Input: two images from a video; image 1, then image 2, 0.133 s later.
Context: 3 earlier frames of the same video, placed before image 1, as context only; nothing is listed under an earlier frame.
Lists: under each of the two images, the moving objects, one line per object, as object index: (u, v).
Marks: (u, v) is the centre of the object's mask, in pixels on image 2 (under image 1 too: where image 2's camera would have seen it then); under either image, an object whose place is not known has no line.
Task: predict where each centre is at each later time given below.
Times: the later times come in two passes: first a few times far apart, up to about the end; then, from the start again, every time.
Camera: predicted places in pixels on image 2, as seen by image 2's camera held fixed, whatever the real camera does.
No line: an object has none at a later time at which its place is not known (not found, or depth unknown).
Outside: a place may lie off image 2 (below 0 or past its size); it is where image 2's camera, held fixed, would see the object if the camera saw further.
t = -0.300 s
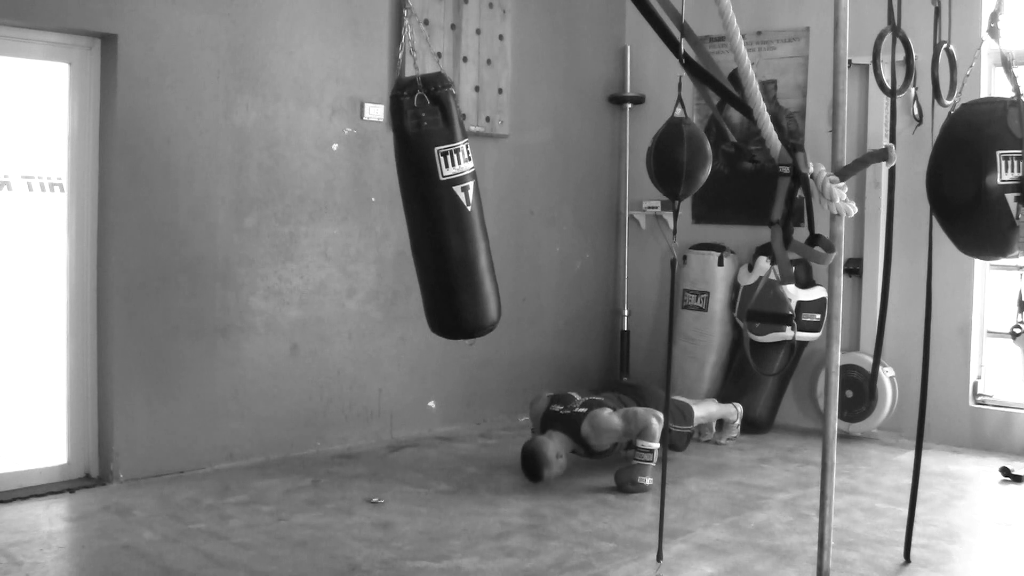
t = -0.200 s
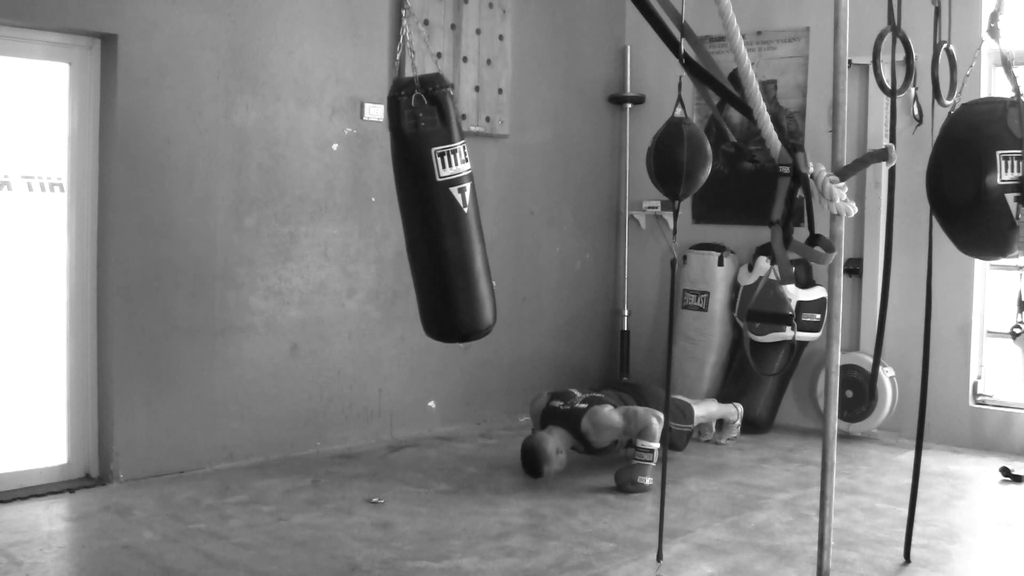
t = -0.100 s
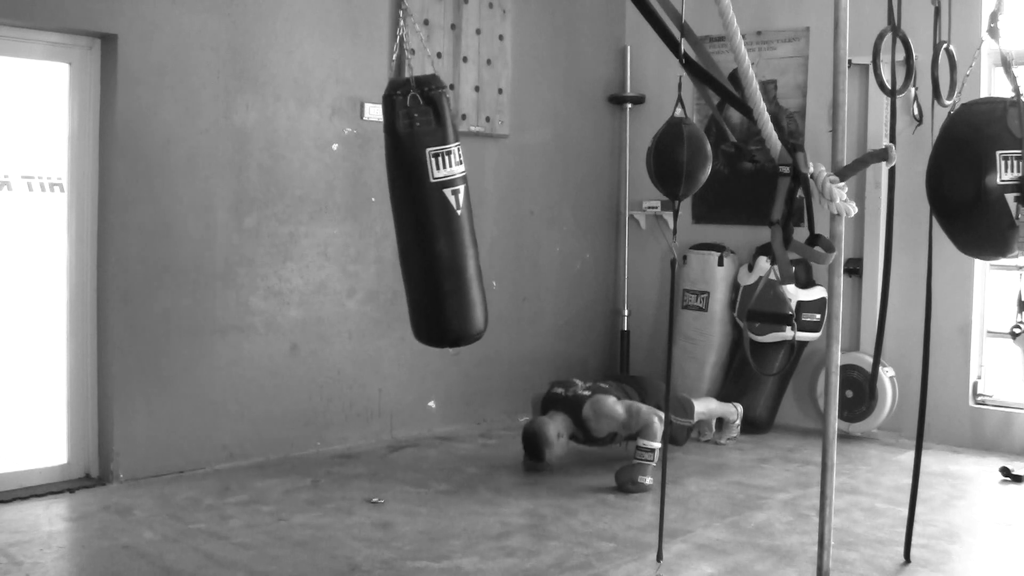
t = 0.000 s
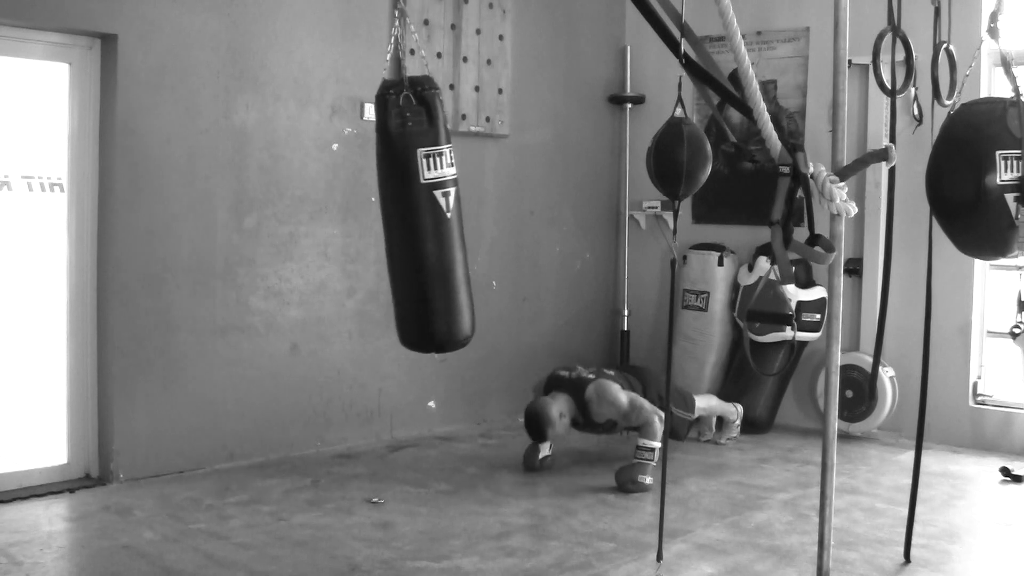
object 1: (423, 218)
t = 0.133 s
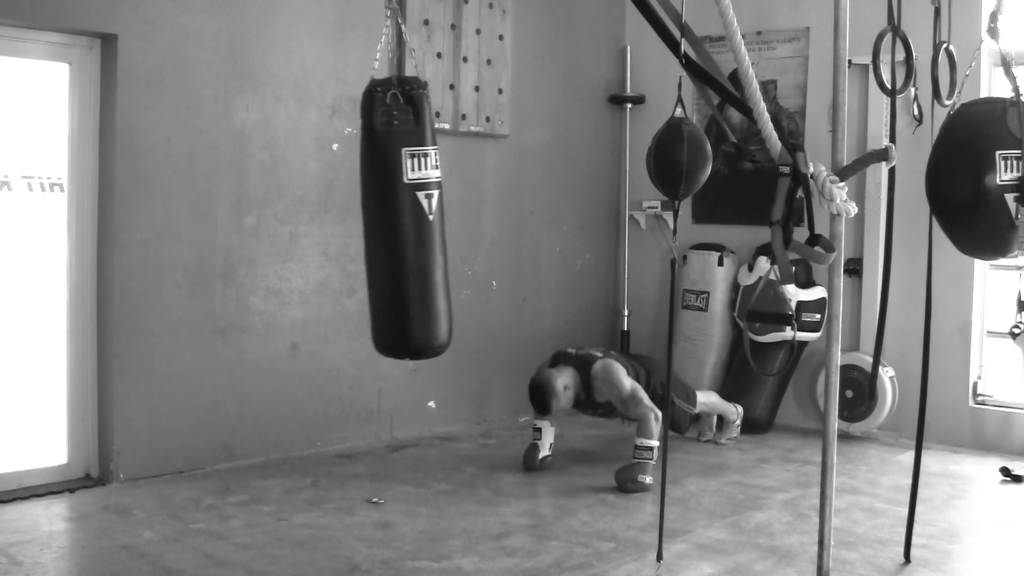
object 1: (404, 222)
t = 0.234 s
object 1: (388, 223)
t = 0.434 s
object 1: (352, 221)
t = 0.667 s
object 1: (317, 214)
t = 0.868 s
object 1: (301, 210)
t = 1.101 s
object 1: (306, 213)
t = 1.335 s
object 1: (333, 219)
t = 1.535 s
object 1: (366, 222)
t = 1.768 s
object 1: (405, 218)
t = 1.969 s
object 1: (430, 212)
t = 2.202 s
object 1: (444, 209)
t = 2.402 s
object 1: (442, 212)
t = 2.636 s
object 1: (421, 219)
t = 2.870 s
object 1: (385, 223)
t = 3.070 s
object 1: (349, 221)
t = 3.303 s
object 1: (314, 214)
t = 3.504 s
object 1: (300, 211)
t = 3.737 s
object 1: (306, 214)
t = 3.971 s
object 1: (335, 220)
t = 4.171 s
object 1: (369, 222)
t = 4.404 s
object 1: (408, 218)
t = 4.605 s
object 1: (433, 212)
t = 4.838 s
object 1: (446, 209)
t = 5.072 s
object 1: (440, 213)
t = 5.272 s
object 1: (419, 219)
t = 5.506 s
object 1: (382, 223)
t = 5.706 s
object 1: (345, 221)
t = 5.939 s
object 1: (312, 214)
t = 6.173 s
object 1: (299, 211)
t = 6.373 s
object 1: (307, 215)
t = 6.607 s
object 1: (338, 220)
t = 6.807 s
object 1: (373, 222)
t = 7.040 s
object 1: (412, 217)
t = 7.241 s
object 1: (435, 211)
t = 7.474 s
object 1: (447, 209)
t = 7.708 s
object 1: (439, 213)
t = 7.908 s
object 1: (417, 219)
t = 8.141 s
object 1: (378, 223)
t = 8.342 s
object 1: (342, 220)
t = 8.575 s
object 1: (309, 214)
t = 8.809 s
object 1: (298, 212)
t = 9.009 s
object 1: (309, 215)
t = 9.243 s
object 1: (341, 220)
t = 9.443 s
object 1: (376, 222)
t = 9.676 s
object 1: (415, 217)
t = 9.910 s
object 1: (440, 211)
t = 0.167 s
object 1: (399, 222)
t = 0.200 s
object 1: (393, 222)
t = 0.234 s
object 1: (388, 223)
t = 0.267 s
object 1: (382, 223)
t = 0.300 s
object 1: (376, 223)
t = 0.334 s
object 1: (370, 223)
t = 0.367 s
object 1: (364, 222)
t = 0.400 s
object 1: (358, 222)
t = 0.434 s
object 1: (352, 221)
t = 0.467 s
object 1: (347, 220)
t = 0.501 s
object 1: (341, 220)
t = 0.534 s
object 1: (336, 219)
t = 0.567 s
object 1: (330, 217)
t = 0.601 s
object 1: (326, 216)
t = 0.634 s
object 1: (321, 215)
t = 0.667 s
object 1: (317, 214)
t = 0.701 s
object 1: (313, 213)
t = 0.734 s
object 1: (310, 213)
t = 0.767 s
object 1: (307, 212)
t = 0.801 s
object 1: (304, 211)
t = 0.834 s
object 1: (303, 211)
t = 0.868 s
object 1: (301, 210)
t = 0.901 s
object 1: (301, 210)
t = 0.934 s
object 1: (300, 210)
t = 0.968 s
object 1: (300, 210)
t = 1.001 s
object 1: (301, 211)
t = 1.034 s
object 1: (302, 211)
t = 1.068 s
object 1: (304, 212)
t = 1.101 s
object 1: (306, 213)
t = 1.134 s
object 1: (308, 214)
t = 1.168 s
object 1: (311, 215)
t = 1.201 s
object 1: (315, 216)
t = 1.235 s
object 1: (319, 216)
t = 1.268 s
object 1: (323, 217)
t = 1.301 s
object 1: (328, 218)
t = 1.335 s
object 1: (333, 219)
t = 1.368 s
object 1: (338, 220)
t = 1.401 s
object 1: (343, 221)
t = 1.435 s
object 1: (349, 221)
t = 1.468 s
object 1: (354, 221)
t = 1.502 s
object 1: (360, 222)
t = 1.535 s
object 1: (366, 222)
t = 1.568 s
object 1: (372, 222)
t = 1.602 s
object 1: (378, 221)
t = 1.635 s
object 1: (383, 221)
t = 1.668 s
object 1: (389, 220)
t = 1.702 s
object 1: (394, 220)
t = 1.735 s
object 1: (400, 219)
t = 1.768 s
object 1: (405, 218)
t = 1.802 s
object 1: (410, 217)
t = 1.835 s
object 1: (415, 216)
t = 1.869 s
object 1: (419, 215)
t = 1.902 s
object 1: (423, 214)
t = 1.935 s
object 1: (427, 213)
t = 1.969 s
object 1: (430, 212)
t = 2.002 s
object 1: (433, 211)
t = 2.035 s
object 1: (436, 211)
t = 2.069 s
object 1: (438, 210)
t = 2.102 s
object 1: (441, 209)
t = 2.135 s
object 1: (442, 209)
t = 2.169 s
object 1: (444, 209)
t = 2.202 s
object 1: (444, 209)
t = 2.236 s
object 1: (445, 209)
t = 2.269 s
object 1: (445, 209)
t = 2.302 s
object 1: (445, 209)
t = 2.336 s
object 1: (444, 210)
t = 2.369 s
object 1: (444, 211)
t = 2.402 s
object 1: (442, 212)
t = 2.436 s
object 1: (440, 213)
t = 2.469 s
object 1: (438, 214)
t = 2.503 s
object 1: (435, 215)
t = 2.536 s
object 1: (432, 216)
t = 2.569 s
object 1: (429, 217)
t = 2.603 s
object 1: (425, 218)
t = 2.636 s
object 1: (421, 219)
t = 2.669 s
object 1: (416, 220)
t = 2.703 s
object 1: (412, 220)
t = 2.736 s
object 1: (407, 221)
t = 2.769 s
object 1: (402, 222)
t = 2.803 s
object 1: (396, 222)
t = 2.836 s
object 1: (391, 222)
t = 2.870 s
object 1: (385, 223)
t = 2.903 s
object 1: (379, 223)
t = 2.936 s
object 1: (373, 223)
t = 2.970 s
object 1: (367, 222)
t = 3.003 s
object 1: (361, 222)
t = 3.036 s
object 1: (355, 222)
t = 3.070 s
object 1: (349, 221)
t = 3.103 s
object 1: (343, 220)
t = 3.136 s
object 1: (338, 219)
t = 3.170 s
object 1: (332, 218)
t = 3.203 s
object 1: (327, 217)
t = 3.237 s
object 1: (323, 216)
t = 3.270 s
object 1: (318, 215)
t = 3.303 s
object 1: (314, 214)
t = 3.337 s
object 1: (311, 213)
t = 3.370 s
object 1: (308, 213)
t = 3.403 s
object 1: (305, 212)
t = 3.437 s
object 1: (303, 211)
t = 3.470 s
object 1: (301, 211)
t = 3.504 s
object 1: (300, 211)
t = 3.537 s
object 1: (300, 211)
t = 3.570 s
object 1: (299, 211)
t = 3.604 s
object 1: (300, 211)
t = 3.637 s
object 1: (301, 212)
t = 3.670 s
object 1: (302, 212)
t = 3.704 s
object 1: (304, 213)
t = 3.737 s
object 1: (306, 214)
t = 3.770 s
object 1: (309, 215)
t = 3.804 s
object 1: (313, 215)
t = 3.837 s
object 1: (316, 216)
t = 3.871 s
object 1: (321, 217)
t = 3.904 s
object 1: (325, 218)
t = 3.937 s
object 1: (330, 219)
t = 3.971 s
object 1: (335, 220)
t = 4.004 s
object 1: (341, 220)
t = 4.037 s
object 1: (346, 221)
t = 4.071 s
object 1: (352, 221)
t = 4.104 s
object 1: (357, 222)
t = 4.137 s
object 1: (363, 222)
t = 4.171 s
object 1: (369, 222)
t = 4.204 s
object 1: (375, 222)
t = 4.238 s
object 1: (381, 221)
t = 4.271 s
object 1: (387, 221)
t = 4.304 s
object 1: (392, 220)
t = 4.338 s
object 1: (398, 219)
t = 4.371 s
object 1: (403, 219)
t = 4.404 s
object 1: (408, 218)
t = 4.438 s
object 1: (413, 217)
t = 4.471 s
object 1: (418, 216)
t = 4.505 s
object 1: (422, 215)
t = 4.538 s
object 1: (426, 214)
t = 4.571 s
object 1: (430, 213)
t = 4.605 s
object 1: (433, 212)
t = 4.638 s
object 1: (436, 211)
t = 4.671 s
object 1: (438, 210)
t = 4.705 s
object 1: (441, 210)
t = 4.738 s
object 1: (443, 209)
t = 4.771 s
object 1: (444, 209)
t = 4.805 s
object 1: (445, 209)
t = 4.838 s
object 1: (446, 209)
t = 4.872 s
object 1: (446, 209)
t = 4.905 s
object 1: (446, 209)
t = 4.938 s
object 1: (446, 210)
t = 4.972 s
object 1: (445, 210)
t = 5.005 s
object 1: (443, 211)
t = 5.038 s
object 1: (442, 212)
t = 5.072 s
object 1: (440, 213)
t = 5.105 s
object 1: (437, 214)
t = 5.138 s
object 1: (434, 215)
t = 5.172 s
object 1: (431, 216)
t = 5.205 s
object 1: (427, 217)
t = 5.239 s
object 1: (423, 218)
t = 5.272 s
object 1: (419, 219)
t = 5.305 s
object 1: (415, 220)
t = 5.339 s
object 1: (410, 221)
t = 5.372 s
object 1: (404, 221)
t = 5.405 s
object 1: (399, 222)
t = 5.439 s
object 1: (393, 222)
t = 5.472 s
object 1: (387, 223)
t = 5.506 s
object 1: (382, 223)
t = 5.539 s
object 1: (376, 223)
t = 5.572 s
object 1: (369, 223)
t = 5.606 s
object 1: (363, 222)
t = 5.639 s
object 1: (357, 222)
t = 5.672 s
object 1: (351, 221)
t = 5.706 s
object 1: (345, 221)
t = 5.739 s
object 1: (340, 220)
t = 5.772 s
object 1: (334, 219)
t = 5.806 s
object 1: (329, 218)
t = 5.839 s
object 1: (324, 217)
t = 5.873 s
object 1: (320, 216)
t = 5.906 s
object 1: (316, 215)
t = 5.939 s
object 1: (312, 214)
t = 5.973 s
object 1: (308, 213)
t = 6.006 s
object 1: (306, 213)
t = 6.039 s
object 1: (303, 212)
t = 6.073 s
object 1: (301, 212)
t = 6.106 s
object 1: (300, 211)
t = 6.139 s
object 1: (299, 211)
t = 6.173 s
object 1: (299, 211)
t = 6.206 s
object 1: (299, 212)
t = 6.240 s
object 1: (300, 212)
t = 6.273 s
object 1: (301, 212)
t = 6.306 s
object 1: (303, 213)
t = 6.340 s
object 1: (305, 214)
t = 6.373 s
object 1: (307, 215)
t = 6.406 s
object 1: (311, 215)
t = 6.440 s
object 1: (314, 216)
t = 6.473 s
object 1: (319, 217)
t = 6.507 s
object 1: (323, 218)
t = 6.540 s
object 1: (328, 219)
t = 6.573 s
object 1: (333, 220)
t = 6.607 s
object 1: (338, 220)
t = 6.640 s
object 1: (344, 221)
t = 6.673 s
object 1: (349, 221)
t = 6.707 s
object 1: (355, 222)
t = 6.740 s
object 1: (361, 222)
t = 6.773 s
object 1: (367, 222)
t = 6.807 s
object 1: (373, 222)
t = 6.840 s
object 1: (379, 222)
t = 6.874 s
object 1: (384, 221)
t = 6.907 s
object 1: (390, 220)
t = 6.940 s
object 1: (396, 220)
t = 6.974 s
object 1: (401, 219)
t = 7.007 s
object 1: (407, 218)
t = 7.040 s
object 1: (412, 217)
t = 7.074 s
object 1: (416, 217)
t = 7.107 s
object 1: (421, 215)
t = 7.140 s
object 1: (425, 215)
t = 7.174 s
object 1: (429, 213)
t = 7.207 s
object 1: (432, 213)
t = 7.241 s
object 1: (435, 211)
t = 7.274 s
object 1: (438, 211)
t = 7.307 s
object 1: (440, 210)
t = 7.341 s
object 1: (442, 210)
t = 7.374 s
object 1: (444, 209)
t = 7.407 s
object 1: (446, 209)
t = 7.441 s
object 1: (446, 209)
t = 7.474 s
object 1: (447, 209)
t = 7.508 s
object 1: (447, 209)
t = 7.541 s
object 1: (447, 210)
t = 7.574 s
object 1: (446, 210)
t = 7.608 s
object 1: (445, 211)
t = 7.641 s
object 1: (443, 212)
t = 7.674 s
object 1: (441, 212)
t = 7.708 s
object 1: (439, 213)
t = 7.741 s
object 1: (436, 214)
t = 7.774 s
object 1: (433, 215)
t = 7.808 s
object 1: (429, 217)
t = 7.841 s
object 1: (425, 218)
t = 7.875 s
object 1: (421, 219)
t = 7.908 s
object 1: (417, 219)
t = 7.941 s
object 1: (412, 220)
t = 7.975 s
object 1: (407, 221)
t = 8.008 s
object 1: (401, 221)
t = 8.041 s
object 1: (396, 222)
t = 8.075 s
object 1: (390, 223)
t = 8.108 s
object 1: (384, 223)
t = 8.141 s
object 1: (378, 223)
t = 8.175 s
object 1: (372, 222)
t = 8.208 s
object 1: (366, 222)
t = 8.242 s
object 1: (360, 222)
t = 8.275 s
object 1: (353, 221)
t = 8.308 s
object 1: (348, 221)
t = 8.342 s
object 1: (342, 220)
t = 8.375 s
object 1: (336, 219)
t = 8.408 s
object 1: (331, 218)
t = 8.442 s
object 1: (326, 217)
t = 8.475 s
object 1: (321, 217)
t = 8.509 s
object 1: (317, 215)
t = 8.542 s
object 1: (313, 215)
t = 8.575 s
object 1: (309, 214)
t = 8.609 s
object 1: (306, 213)
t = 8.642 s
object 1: (304, 213)
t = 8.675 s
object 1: (302, 212)
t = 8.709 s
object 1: (300, 212)
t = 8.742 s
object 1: (299, 211)
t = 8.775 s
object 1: (299, 211)
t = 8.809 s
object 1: (298, 212)
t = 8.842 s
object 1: (299, 212)
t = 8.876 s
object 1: (300, 212)
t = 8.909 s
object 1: (301, 213)
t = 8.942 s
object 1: (303, 214)
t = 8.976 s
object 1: (306, 214)
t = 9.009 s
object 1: (309, 215)
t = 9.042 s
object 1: (313, 216)
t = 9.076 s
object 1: (317, 217)
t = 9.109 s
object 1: (321, 218)
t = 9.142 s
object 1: (326, 218)
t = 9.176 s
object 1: (330, 219)
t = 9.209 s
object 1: (336, 220)
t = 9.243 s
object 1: (341, 220)
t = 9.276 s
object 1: (347, 221)
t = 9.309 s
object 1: (352, 222)
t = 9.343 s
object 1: (358, 222)
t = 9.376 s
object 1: (365, 222)
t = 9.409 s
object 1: (371, 222)
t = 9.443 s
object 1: (376, 222)
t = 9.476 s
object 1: (382, 221)
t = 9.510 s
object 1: (388, 221)
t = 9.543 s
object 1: (394, 220)
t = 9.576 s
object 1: (399, 219)
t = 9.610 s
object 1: (405, 219)
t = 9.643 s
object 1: (410, 218)
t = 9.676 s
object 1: (415, 217)
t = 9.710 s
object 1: (420, 216)
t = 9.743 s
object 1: (424, 215)
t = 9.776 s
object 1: (428, 214)
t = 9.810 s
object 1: (431, 213)
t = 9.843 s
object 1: (435, 212)
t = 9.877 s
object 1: (438, 211)
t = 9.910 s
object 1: (440, 211)
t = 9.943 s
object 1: (442, 210)
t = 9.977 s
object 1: (444, 210)
